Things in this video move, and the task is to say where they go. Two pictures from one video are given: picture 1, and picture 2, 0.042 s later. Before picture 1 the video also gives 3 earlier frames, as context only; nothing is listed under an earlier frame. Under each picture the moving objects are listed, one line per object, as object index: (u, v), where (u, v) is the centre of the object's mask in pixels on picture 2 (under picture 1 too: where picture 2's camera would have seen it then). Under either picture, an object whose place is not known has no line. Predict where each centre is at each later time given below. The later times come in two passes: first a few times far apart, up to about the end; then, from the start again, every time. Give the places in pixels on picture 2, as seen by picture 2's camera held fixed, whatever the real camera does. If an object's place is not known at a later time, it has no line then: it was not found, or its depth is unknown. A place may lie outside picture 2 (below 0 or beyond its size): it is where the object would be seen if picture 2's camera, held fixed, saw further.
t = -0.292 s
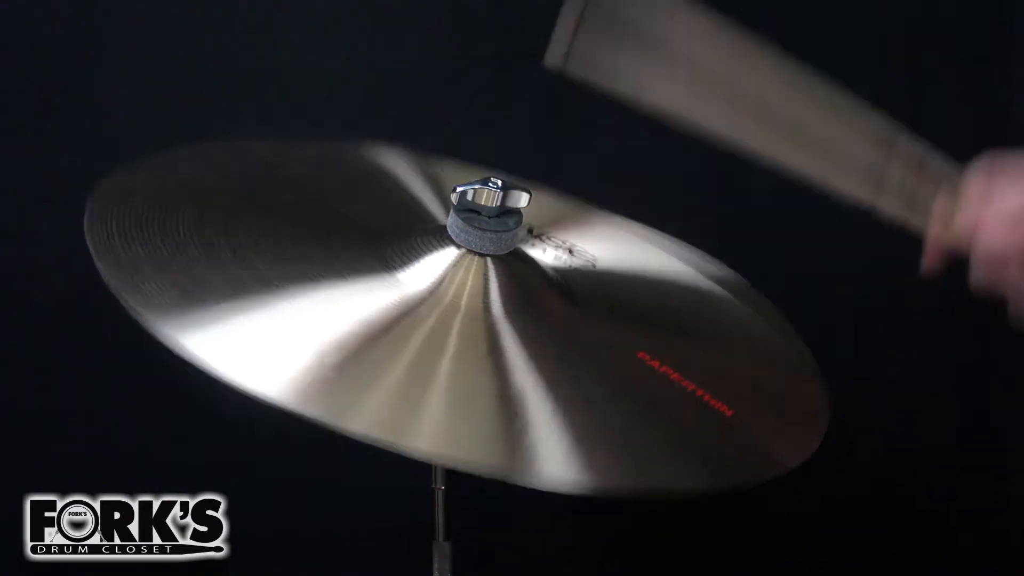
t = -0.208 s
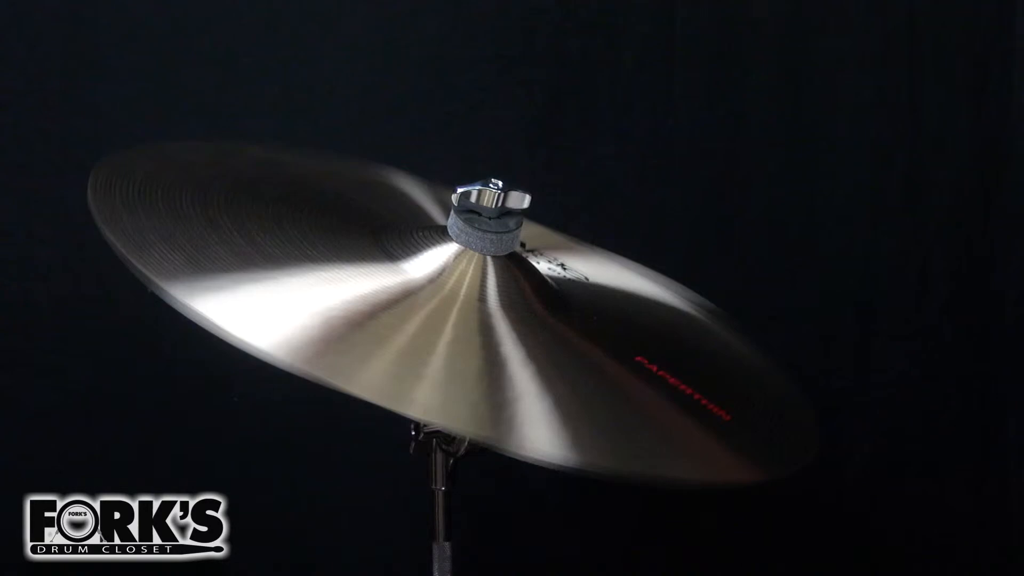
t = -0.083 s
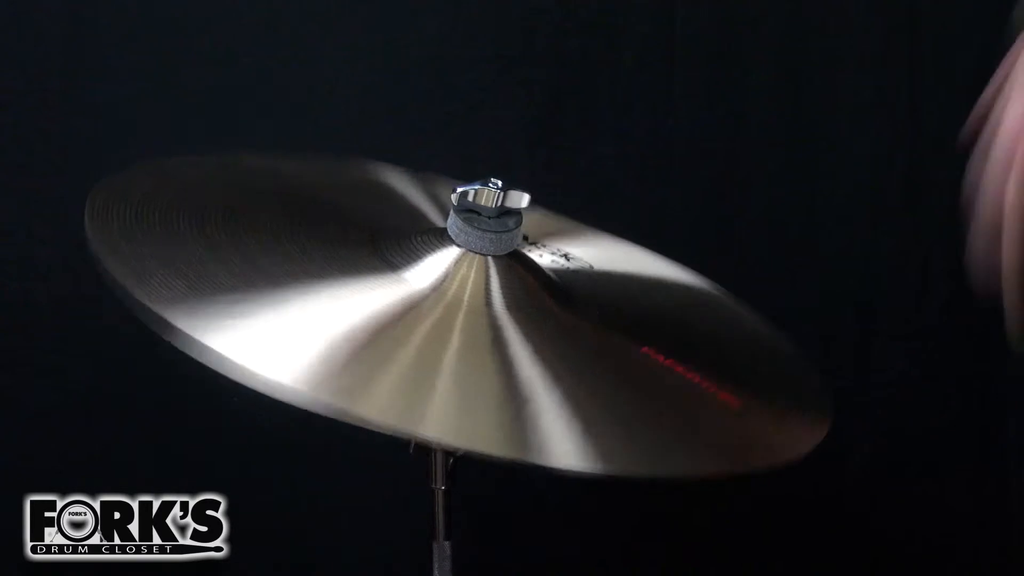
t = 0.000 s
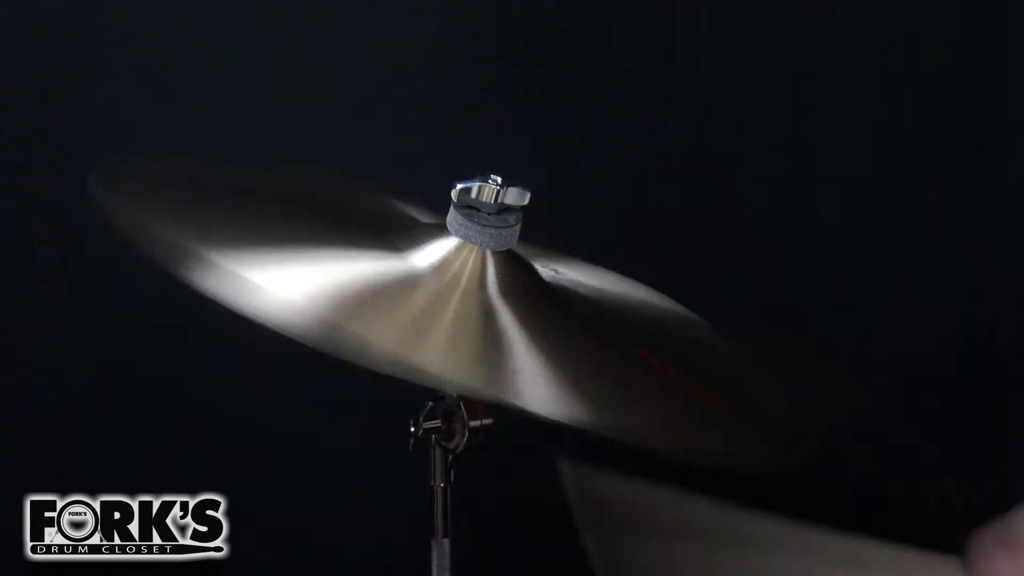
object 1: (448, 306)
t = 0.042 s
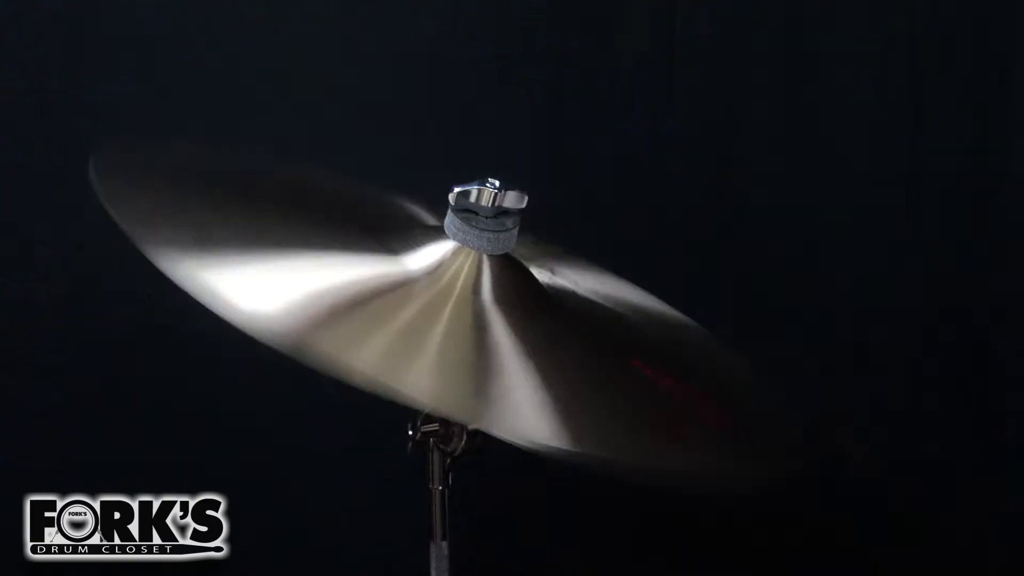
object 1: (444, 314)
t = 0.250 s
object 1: (474, 311)
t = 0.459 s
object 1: (473, 318)
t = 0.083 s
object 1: (439, 327)
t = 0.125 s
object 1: (451, 325)
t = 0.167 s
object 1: (457, 323)
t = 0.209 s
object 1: (465, 316)
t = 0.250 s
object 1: (474, 311)
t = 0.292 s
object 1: (479, 309)
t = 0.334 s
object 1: (482, 311)
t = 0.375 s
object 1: (480, 315)
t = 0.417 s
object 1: (475, 318)
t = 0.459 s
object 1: (473, 318)
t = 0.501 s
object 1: (463, 323)
